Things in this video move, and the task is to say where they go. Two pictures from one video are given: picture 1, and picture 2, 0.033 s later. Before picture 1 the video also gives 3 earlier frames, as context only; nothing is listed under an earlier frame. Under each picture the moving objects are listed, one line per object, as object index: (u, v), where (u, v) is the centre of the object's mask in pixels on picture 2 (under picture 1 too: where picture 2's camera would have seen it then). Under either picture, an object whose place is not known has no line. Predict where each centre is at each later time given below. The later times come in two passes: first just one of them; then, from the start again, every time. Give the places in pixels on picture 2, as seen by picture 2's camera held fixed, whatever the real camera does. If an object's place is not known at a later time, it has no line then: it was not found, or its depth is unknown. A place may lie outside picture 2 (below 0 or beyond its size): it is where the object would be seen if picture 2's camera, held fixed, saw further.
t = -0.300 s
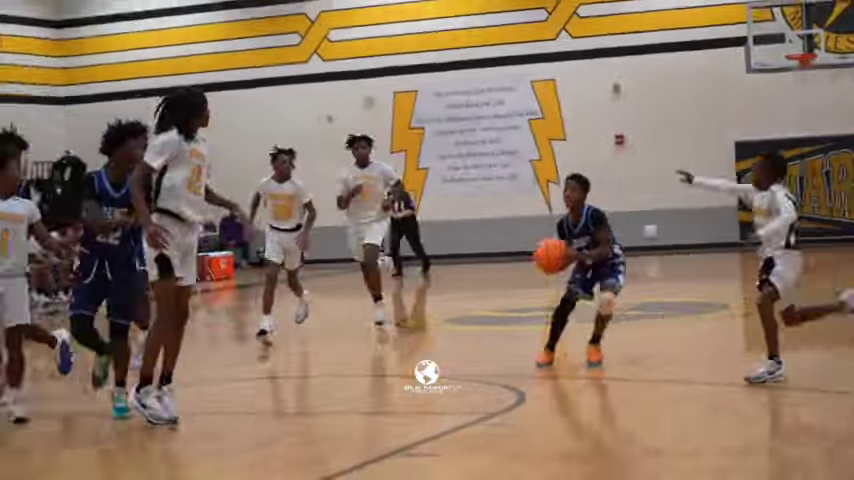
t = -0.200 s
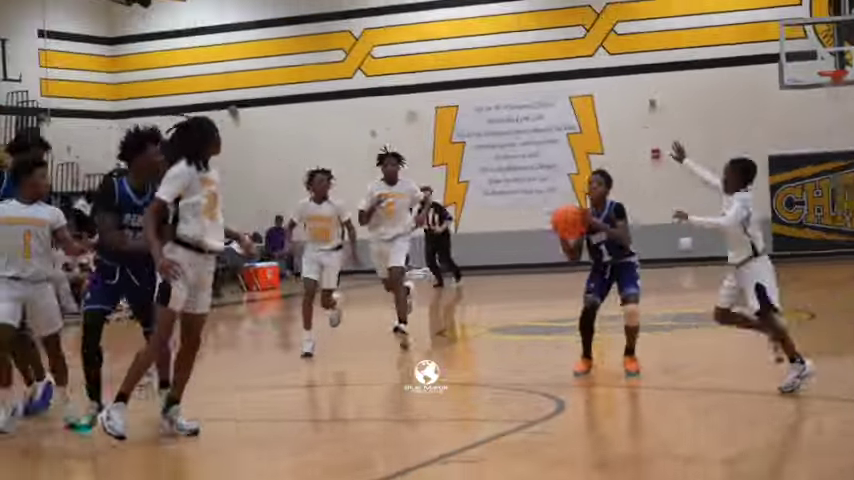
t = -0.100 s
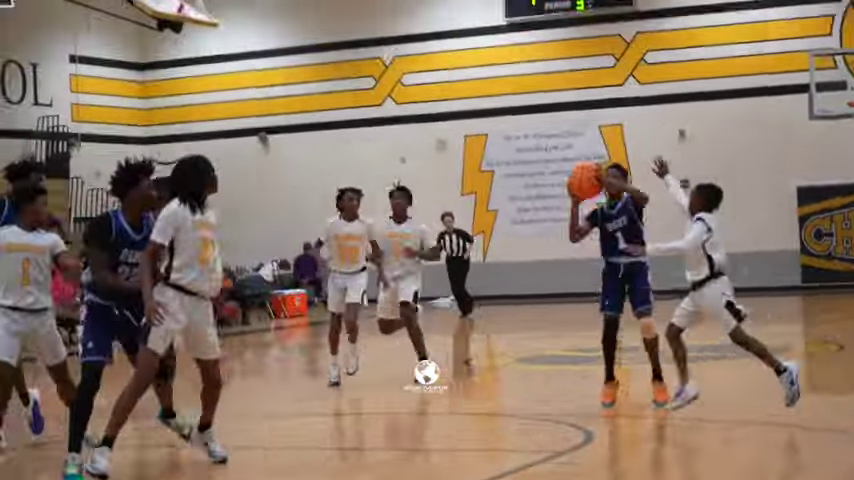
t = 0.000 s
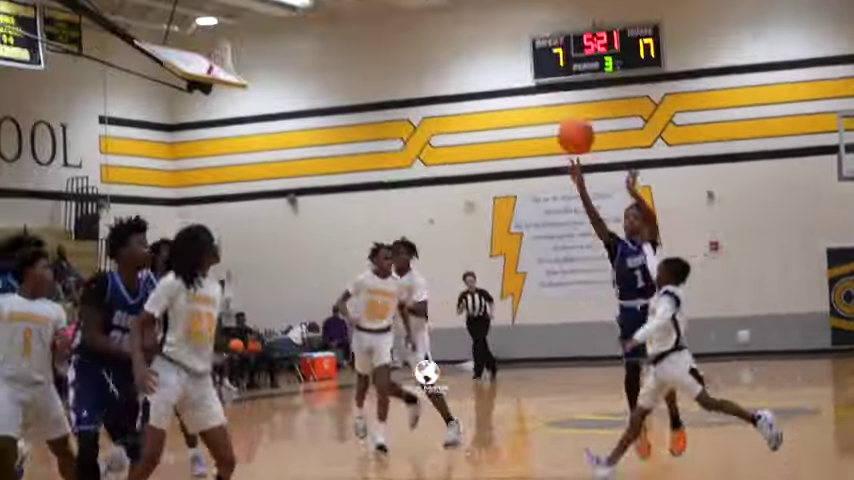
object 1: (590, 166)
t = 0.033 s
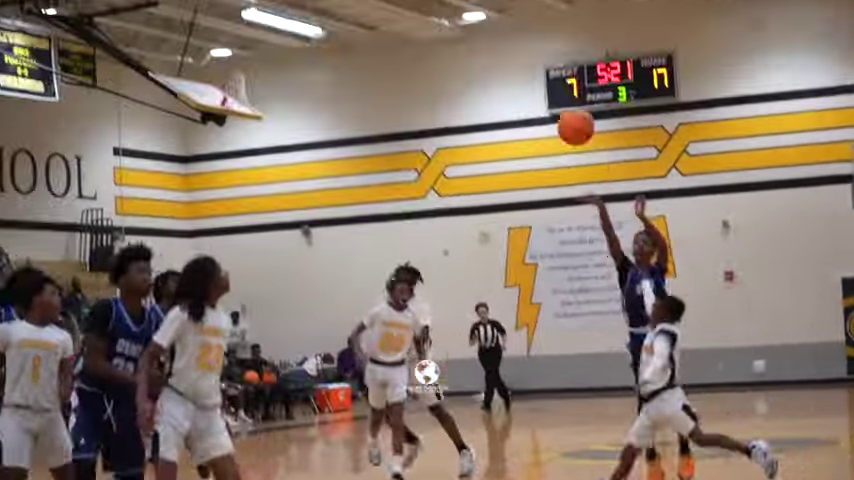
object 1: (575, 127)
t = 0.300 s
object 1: (457, -152)
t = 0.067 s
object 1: (561, 89)
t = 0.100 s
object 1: (547, 51)
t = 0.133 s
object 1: (532, 15)
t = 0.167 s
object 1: (517, -22)
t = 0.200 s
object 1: (502, -56)
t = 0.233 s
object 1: (487, -89)
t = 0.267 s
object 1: (472, -121)
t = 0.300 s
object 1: (457, -152)
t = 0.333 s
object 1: (440, -183)
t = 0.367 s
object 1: (426, -212)
